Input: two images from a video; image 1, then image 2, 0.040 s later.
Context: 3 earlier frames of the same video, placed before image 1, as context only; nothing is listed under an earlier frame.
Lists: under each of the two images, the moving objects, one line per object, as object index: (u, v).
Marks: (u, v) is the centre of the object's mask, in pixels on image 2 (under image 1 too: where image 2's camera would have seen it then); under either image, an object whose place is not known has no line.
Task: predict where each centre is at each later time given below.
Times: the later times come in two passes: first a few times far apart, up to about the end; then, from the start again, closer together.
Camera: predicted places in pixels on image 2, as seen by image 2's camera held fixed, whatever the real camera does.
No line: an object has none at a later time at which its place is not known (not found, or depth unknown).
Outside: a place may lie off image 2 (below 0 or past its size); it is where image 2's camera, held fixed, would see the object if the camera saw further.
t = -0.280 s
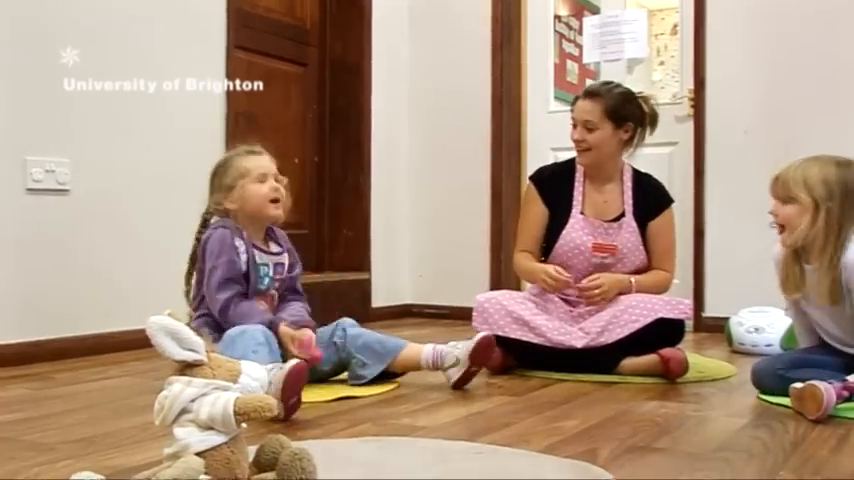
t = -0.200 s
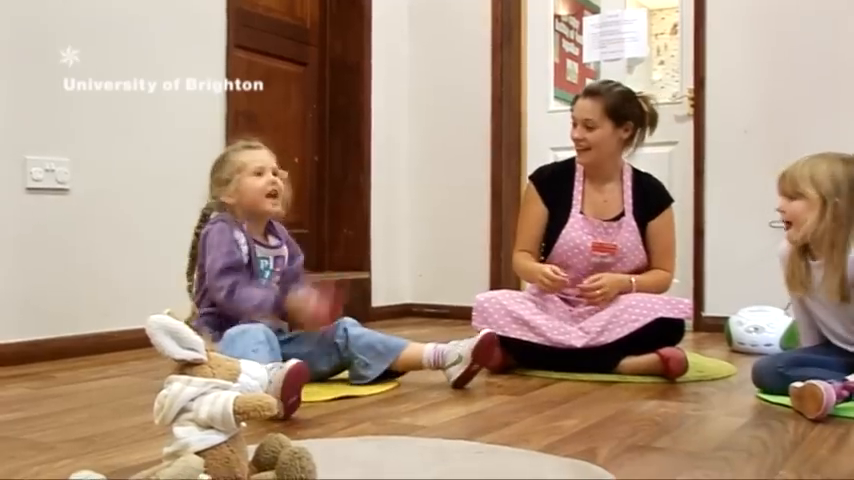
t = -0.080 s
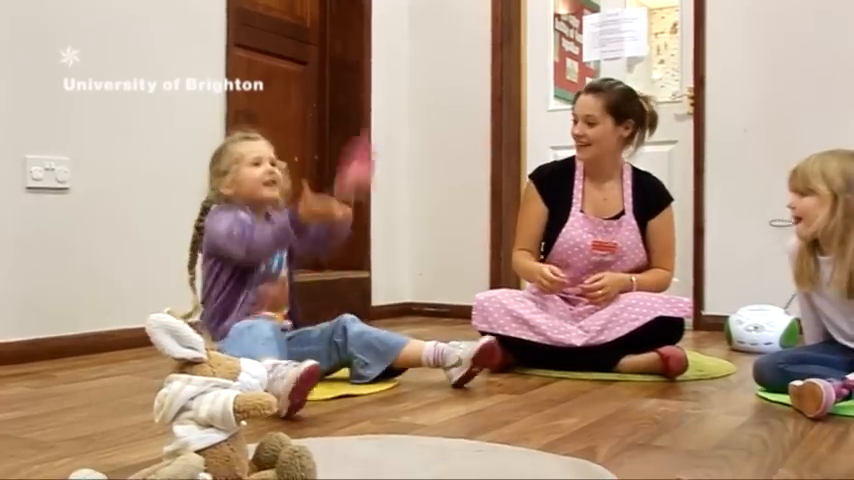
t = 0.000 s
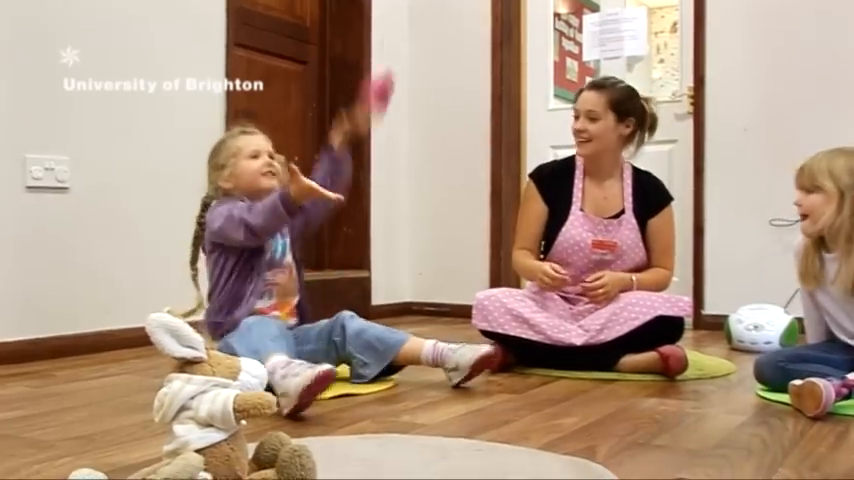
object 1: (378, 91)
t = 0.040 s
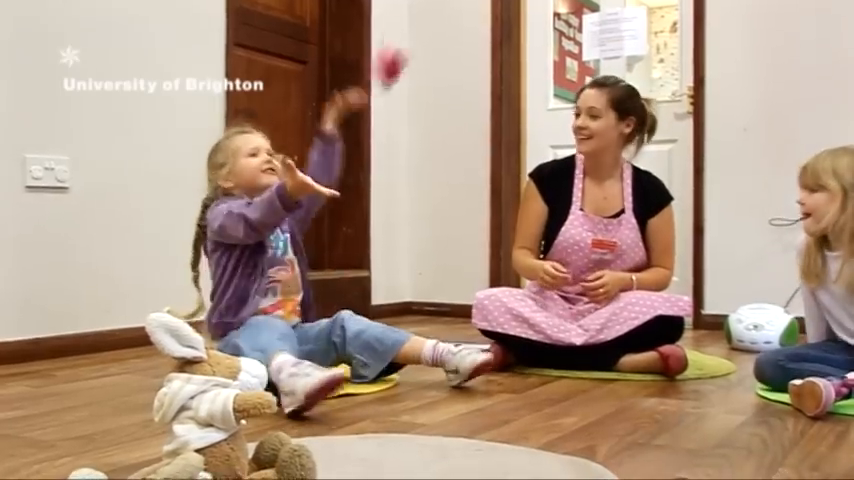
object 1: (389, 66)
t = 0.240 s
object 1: (445, 38)
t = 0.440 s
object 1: (501, 204)
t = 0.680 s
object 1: (568, 409)
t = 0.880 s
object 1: (574, 411)
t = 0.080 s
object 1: (400, 47)
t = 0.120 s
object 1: (412, 33)
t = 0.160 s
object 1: (422, 27)
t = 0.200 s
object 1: (434, 29)
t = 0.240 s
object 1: (445, 38)
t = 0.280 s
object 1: (455, 56)
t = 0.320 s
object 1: (465, 82)
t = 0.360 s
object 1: (476, 117)
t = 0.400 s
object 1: (488, 157)
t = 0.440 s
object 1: (501, 204)
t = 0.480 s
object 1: (506, 255)
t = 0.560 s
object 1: (539, 406)
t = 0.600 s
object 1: (550, 409)
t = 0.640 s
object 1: (560, 408)
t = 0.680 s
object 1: (568, 409)
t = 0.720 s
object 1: (572, 410)
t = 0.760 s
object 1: (574, 411)
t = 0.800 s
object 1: (575, 411)
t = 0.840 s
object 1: (574, 411)
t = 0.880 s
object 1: (574, 411)
